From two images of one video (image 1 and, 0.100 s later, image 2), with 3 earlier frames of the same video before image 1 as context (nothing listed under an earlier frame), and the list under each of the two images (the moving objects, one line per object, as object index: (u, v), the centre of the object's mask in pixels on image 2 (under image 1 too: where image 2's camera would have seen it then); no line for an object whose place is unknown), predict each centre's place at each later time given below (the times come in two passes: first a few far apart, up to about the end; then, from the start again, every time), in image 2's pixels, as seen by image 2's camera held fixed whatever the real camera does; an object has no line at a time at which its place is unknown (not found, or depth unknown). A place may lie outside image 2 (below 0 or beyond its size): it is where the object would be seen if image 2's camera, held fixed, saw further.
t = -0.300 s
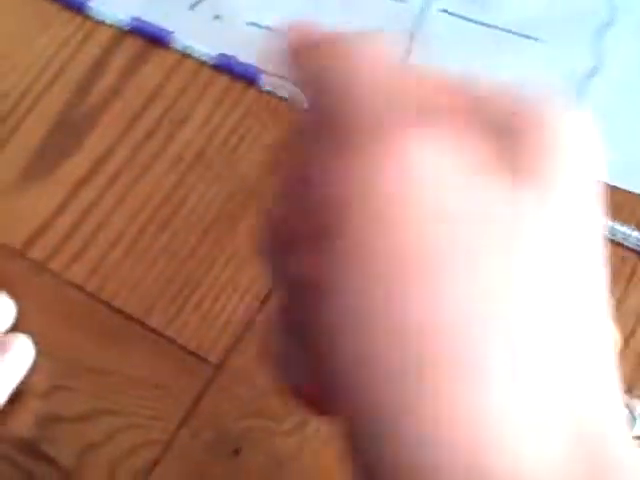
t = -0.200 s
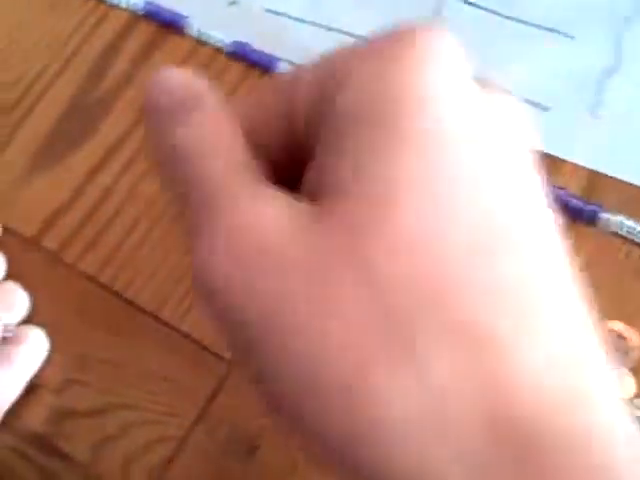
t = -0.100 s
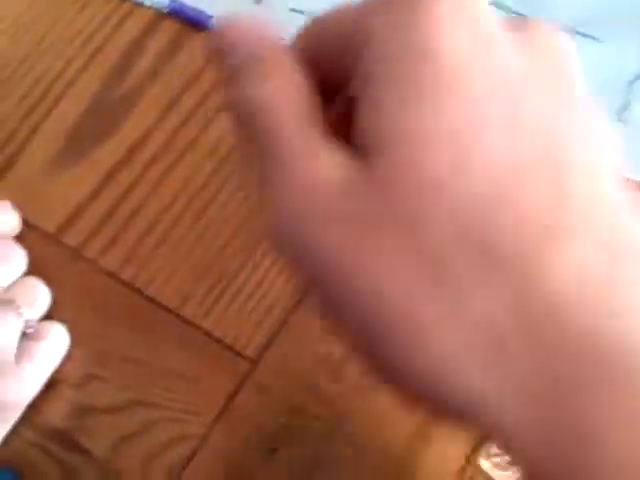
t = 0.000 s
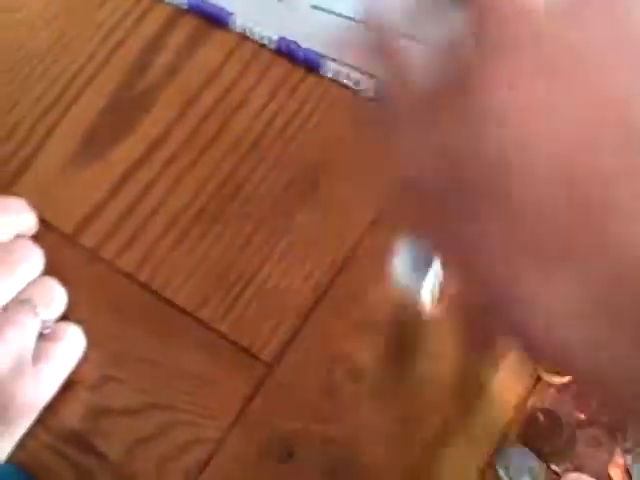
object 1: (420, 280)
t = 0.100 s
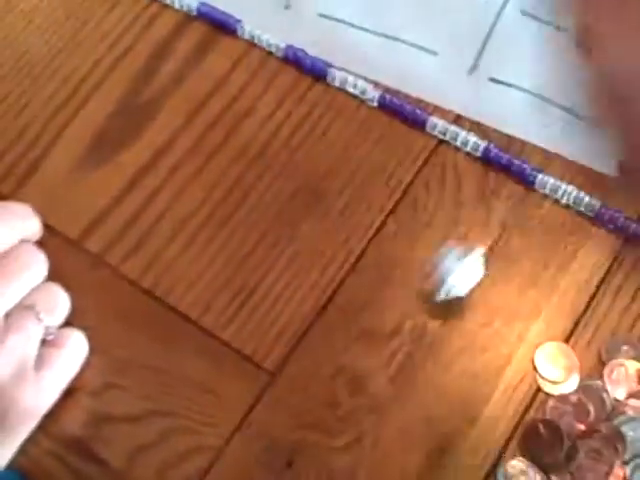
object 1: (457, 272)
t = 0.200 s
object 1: (515, 231)
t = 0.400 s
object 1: (595, 218)
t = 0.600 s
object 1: (585, 281)
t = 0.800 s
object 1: (574, 286)
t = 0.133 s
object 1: (476, 250)
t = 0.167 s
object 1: (496, 236)
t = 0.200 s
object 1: (515, 231)
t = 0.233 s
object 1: (540, 213)
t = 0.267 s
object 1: (562, 196)
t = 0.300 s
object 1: (583, 188)
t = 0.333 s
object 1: (594, 192)
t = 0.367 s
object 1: (597, 206)
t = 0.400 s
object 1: (595, 218)
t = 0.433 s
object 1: (593, 234)
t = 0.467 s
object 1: (593, 248)
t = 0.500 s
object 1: (592, 258)
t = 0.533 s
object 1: (593, 267)
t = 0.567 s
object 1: (591, 275)
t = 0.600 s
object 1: (585, 281)
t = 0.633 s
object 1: (581, 283)
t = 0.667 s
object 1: (578, 285)
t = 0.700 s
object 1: (576, 286)
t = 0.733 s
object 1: (574, 285)
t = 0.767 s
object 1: (574, 285)
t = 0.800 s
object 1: (574, 286)
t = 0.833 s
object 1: (573, 285)
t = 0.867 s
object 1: (573, 285)
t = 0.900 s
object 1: (573, 285)
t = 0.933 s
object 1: (572, 285)
